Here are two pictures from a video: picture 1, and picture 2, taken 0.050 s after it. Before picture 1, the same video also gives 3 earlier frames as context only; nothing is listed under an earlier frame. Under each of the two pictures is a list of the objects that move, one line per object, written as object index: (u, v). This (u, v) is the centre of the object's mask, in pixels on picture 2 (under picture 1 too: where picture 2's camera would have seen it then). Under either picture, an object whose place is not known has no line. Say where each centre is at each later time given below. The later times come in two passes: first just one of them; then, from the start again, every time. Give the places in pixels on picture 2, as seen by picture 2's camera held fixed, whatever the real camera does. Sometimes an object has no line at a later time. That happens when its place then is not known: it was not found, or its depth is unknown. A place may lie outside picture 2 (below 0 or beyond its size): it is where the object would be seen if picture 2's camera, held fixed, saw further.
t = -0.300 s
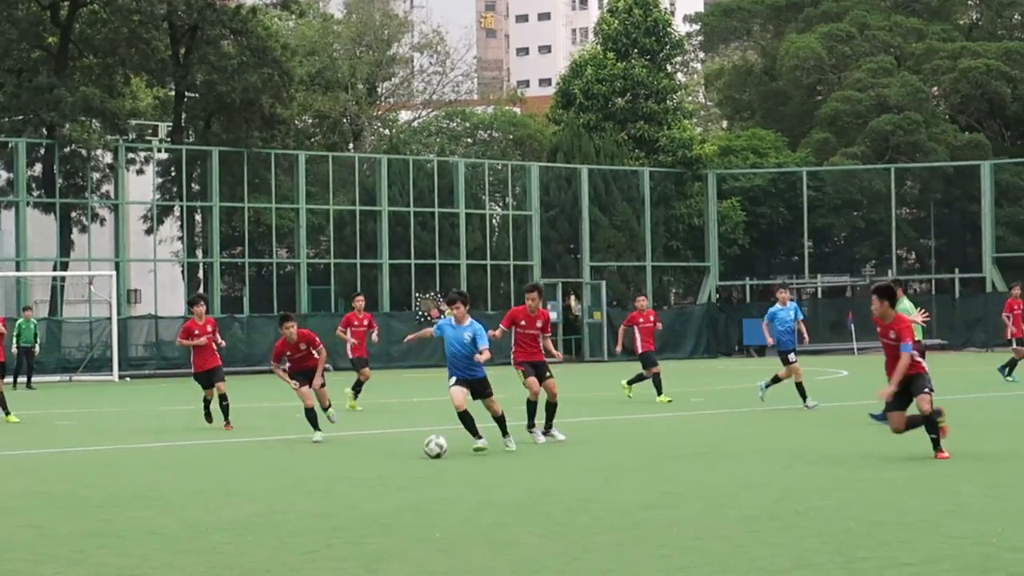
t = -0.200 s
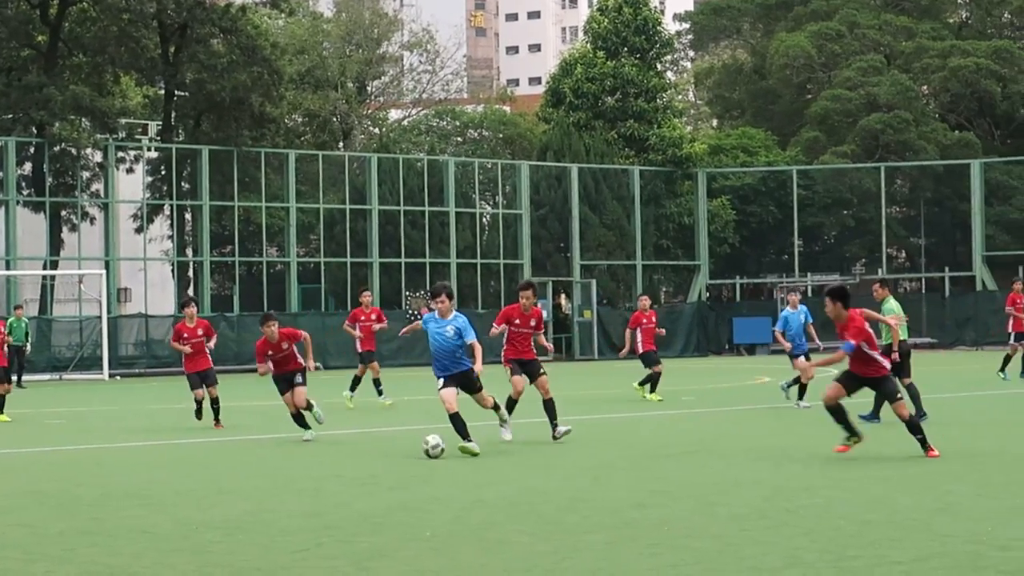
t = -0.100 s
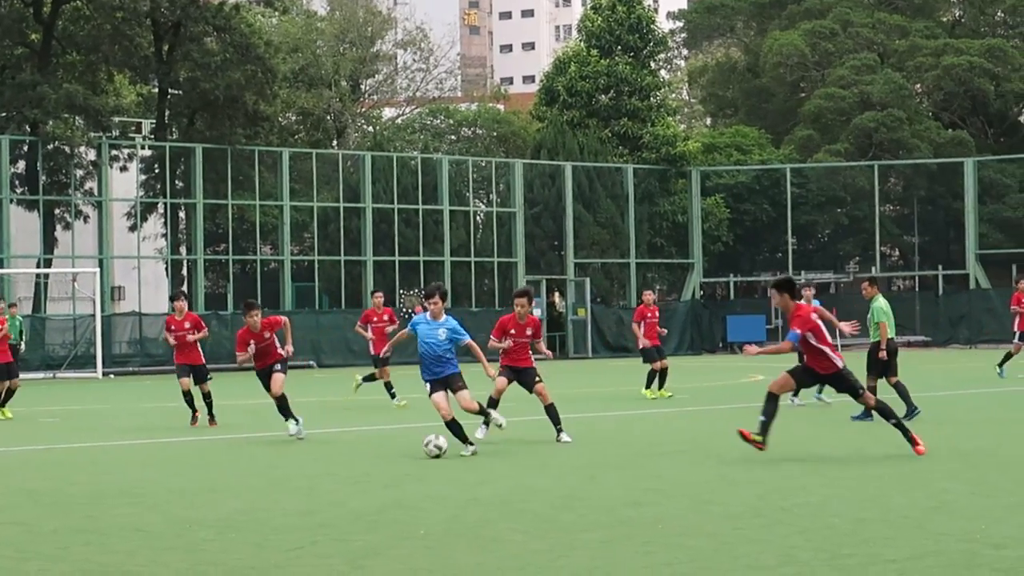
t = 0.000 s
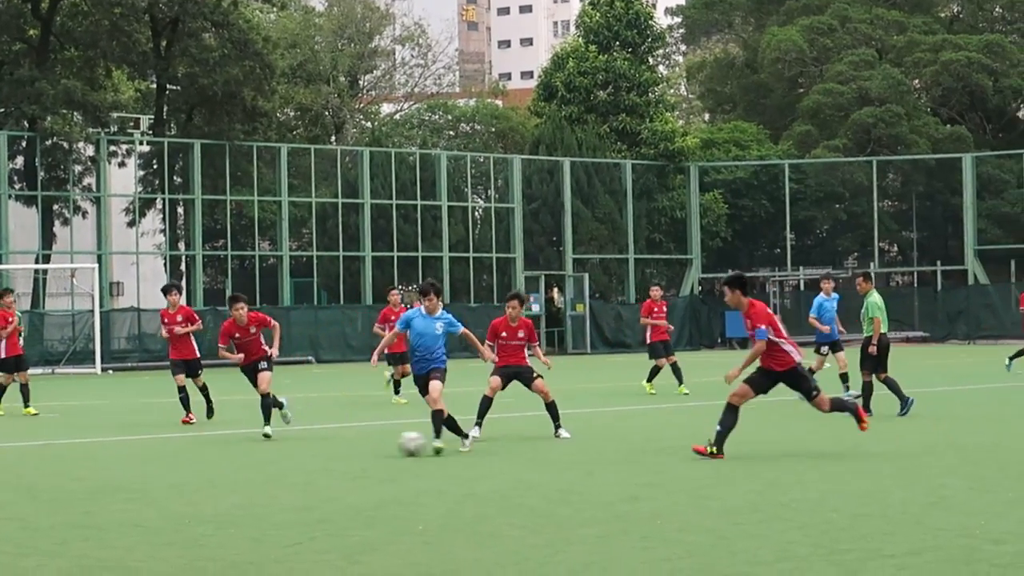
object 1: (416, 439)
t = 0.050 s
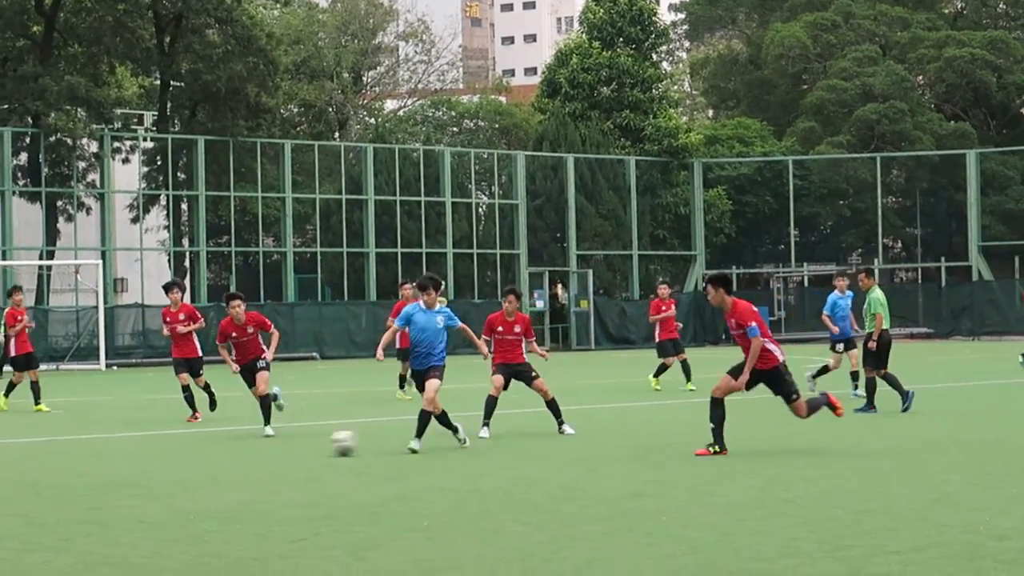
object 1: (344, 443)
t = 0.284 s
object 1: (6, 462)
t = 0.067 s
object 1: (319, 444)
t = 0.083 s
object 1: (295, 445)
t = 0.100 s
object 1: (271, 447)
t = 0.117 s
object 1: (248, 448)
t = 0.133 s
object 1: (224, 449)
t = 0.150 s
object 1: (199, 450)
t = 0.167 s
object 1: (175, 452)
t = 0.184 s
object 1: (151, 453)
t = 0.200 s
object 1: (126, 454)
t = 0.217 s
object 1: (102, 456)
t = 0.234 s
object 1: (78, 458)
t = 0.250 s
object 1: (54, 459)
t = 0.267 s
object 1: (31, 461)
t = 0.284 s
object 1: (6, 462)
